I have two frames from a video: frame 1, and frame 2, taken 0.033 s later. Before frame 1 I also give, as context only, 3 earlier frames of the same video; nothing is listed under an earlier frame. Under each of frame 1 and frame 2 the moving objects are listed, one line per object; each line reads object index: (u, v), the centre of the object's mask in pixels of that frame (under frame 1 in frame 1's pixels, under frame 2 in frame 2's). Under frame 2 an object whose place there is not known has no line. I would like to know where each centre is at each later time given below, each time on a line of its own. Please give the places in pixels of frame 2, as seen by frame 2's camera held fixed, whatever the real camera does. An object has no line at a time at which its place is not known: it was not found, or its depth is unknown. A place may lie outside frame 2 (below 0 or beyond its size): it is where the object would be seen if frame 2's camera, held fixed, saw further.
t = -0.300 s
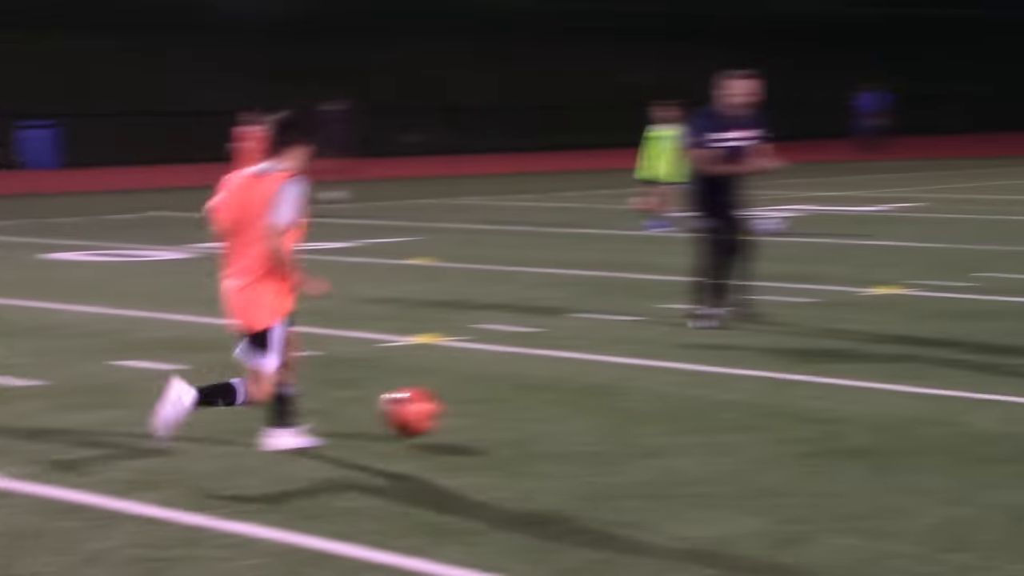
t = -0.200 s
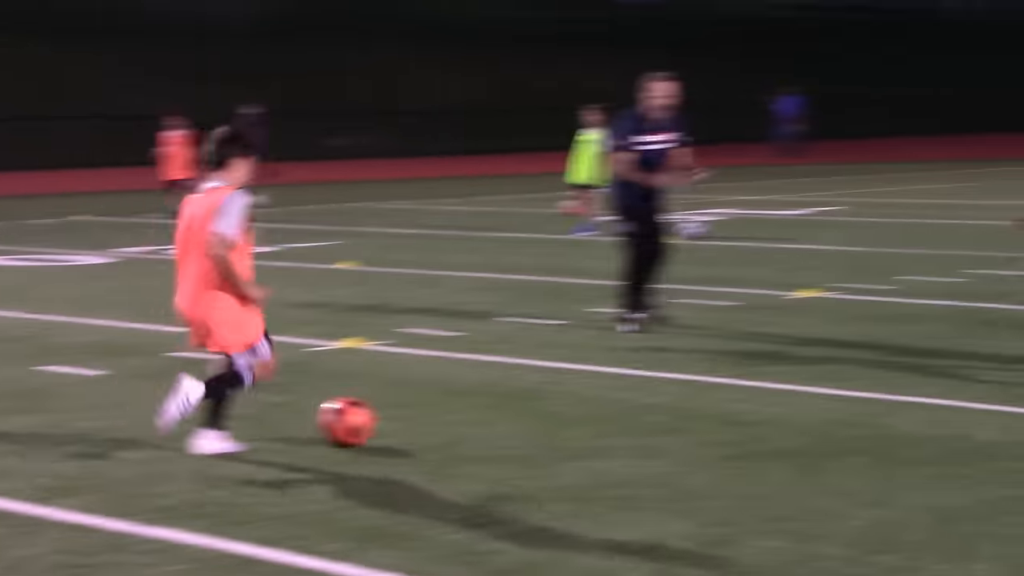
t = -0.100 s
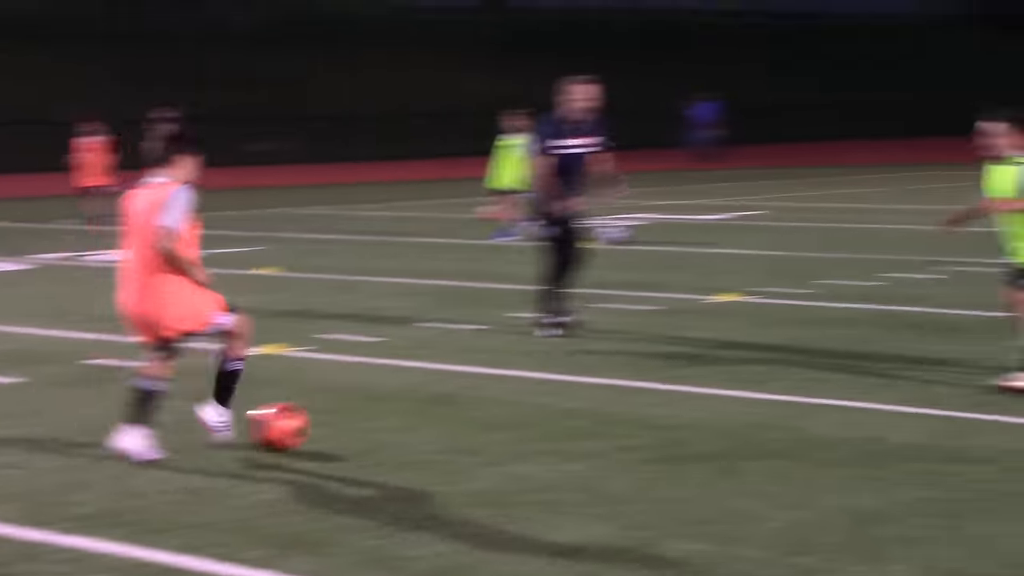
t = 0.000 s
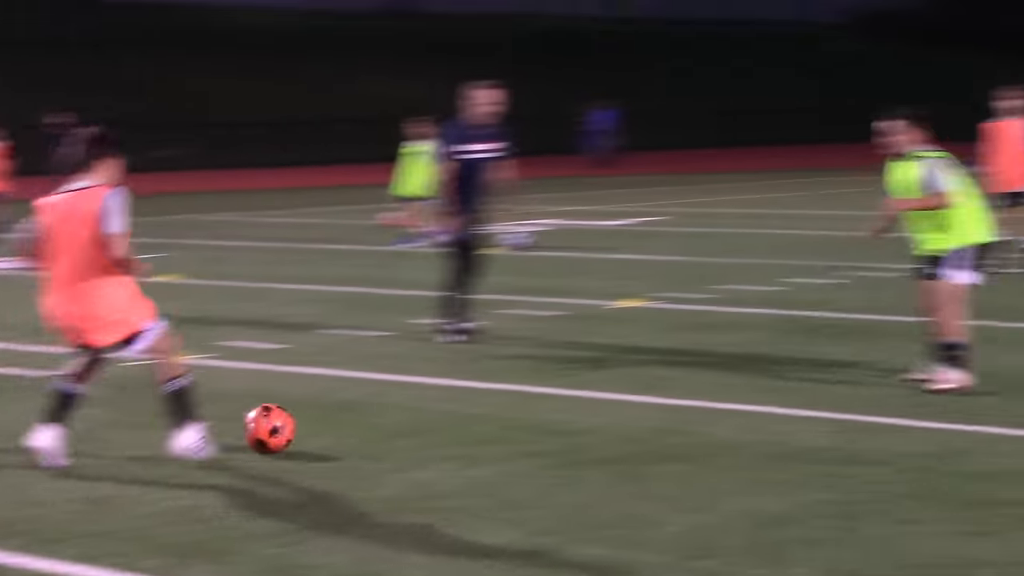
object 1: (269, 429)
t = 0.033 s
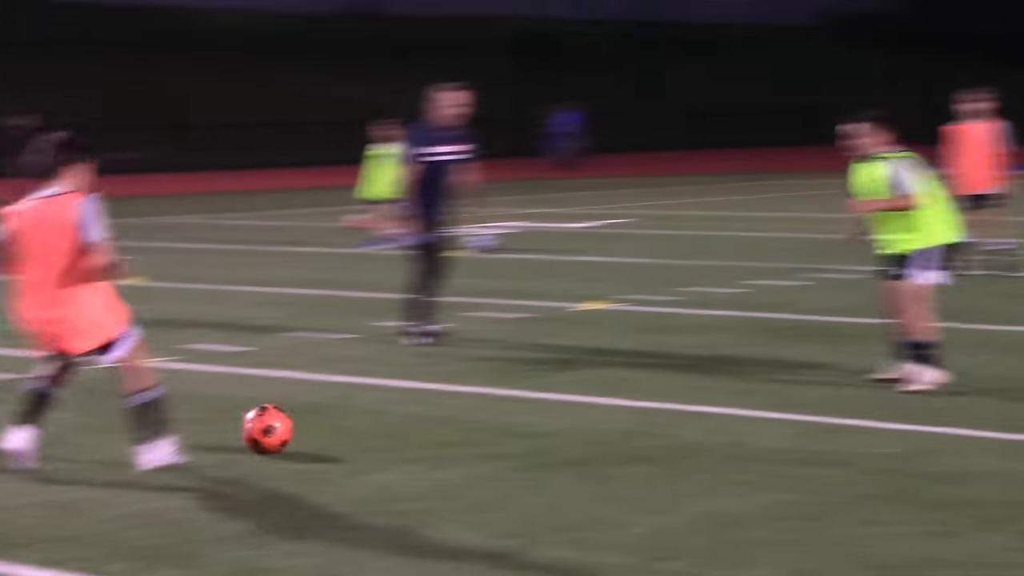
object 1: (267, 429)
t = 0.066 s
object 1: (298, 426)
